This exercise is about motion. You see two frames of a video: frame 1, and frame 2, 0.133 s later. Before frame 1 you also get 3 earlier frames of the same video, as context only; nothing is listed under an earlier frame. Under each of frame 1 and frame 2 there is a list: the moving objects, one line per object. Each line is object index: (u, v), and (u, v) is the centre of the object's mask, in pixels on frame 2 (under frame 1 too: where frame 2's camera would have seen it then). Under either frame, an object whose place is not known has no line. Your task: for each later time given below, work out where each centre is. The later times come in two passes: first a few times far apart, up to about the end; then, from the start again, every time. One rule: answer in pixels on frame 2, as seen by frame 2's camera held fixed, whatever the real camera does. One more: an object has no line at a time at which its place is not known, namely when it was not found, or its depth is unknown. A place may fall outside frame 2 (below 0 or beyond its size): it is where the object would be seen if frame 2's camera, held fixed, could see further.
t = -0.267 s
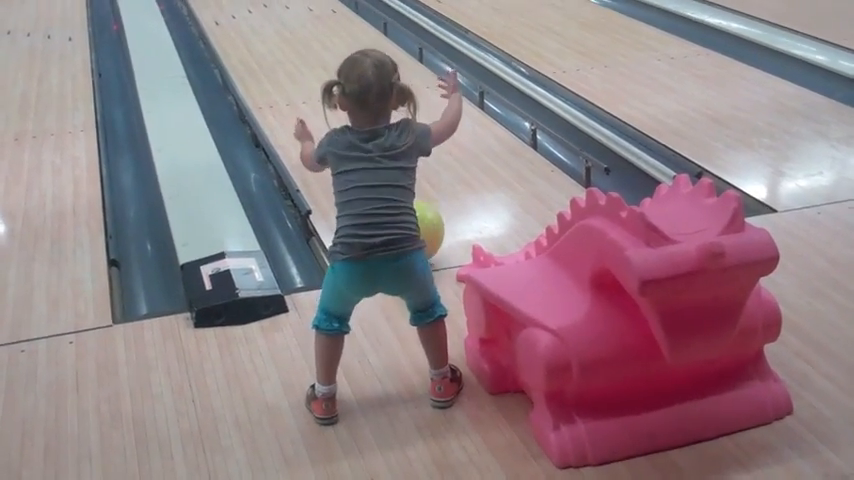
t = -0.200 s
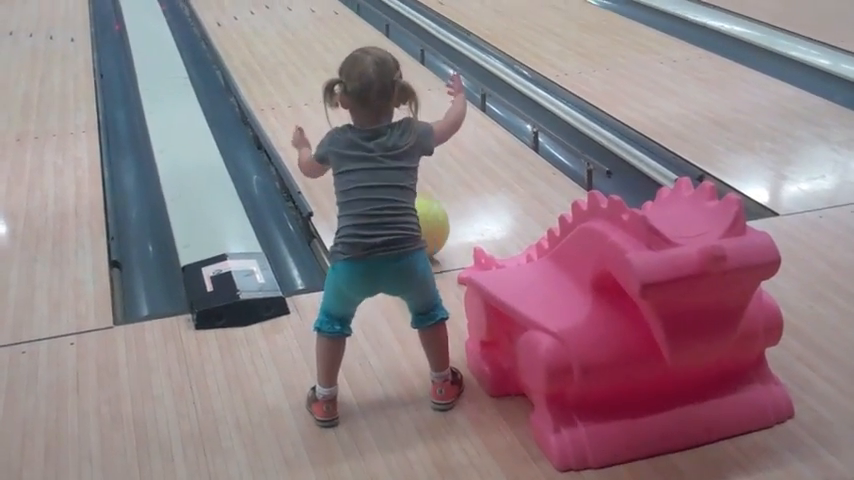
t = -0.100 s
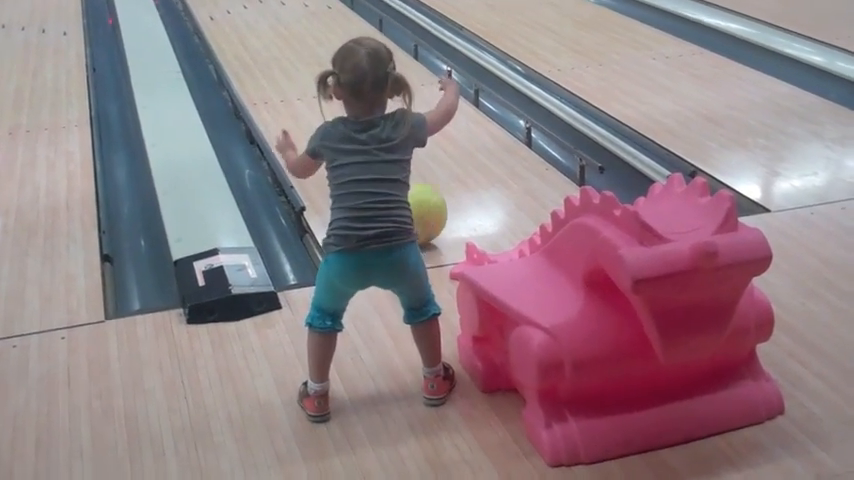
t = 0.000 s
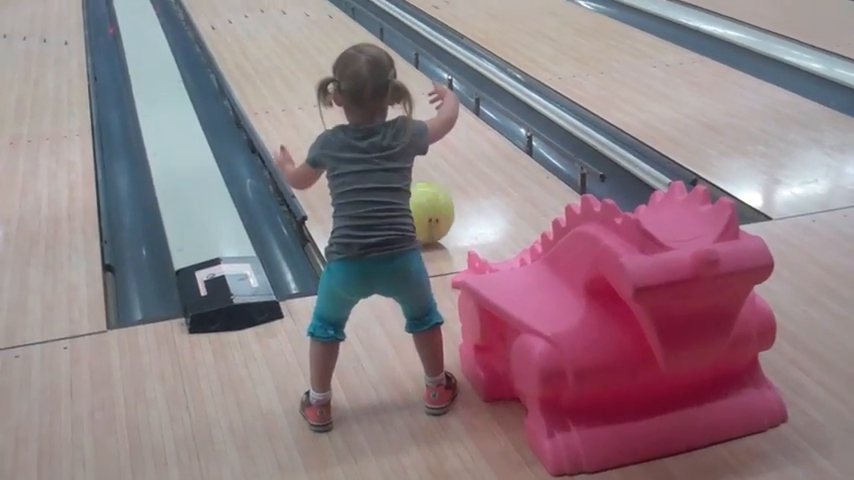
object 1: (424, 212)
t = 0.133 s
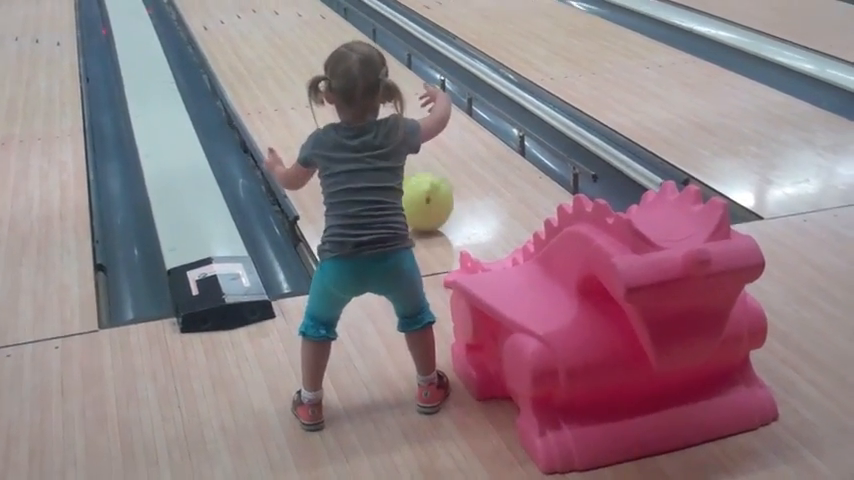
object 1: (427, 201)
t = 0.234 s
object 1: (429, 193)
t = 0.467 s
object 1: (441, 176)
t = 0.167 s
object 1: (428, 199)
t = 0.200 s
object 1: (428, 197)
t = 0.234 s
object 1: (429, 193)
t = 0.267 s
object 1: (431, 191)
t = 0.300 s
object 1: (433, 188)
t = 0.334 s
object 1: (434, 186)
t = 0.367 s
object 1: (436, 183)
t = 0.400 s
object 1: (438, 181)
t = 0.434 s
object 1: (440, 179)
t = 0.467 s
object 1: (441, 176)
